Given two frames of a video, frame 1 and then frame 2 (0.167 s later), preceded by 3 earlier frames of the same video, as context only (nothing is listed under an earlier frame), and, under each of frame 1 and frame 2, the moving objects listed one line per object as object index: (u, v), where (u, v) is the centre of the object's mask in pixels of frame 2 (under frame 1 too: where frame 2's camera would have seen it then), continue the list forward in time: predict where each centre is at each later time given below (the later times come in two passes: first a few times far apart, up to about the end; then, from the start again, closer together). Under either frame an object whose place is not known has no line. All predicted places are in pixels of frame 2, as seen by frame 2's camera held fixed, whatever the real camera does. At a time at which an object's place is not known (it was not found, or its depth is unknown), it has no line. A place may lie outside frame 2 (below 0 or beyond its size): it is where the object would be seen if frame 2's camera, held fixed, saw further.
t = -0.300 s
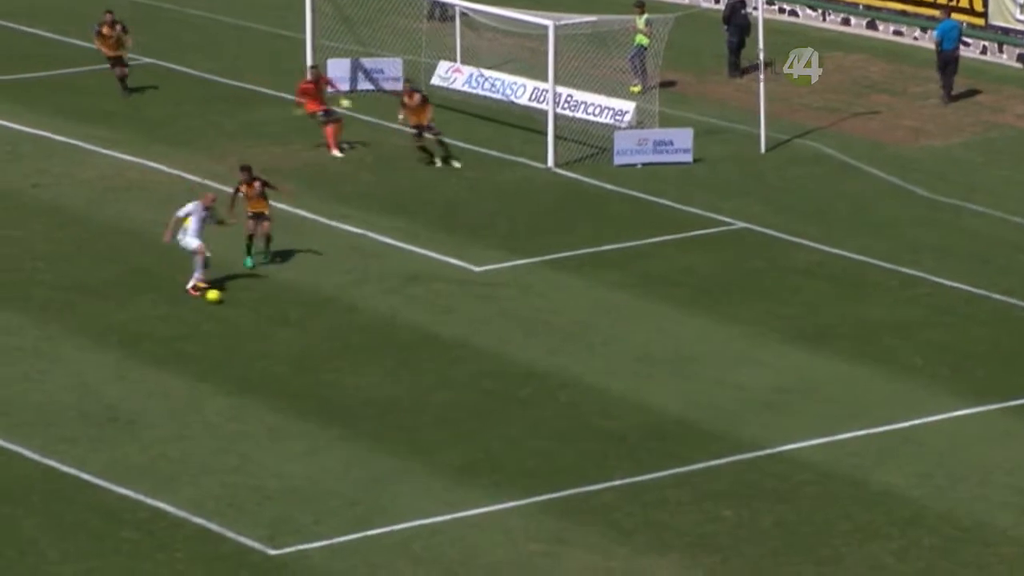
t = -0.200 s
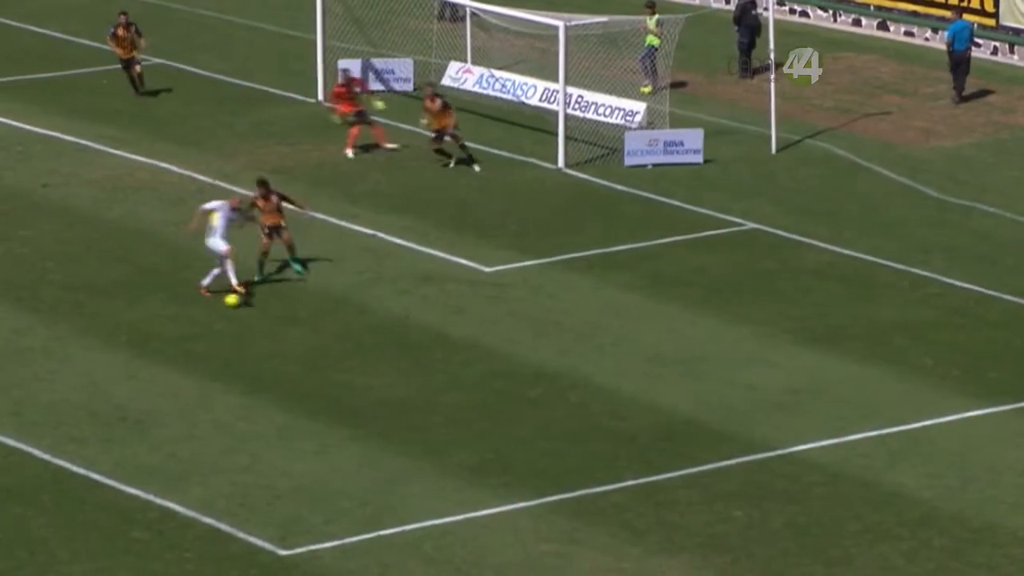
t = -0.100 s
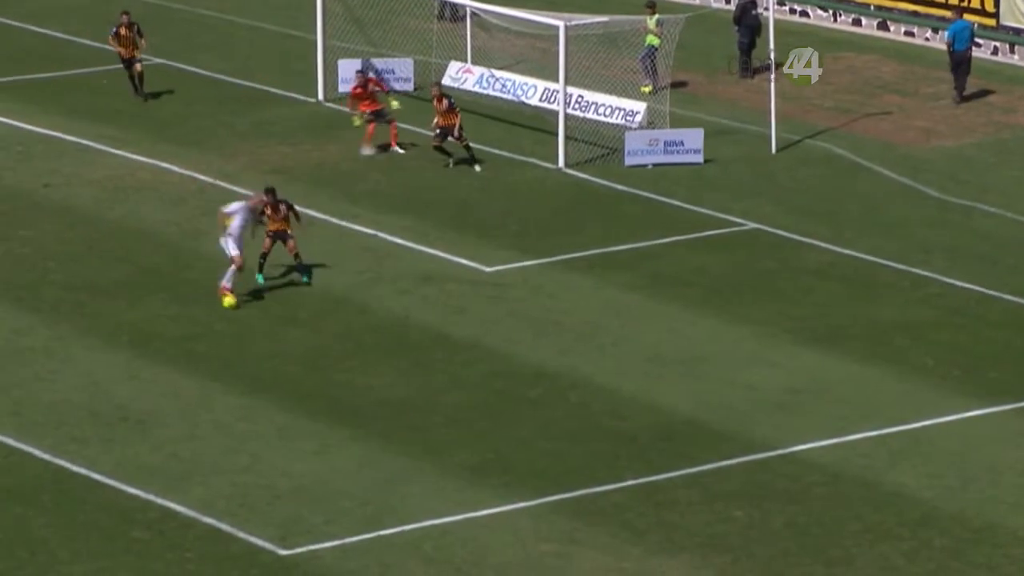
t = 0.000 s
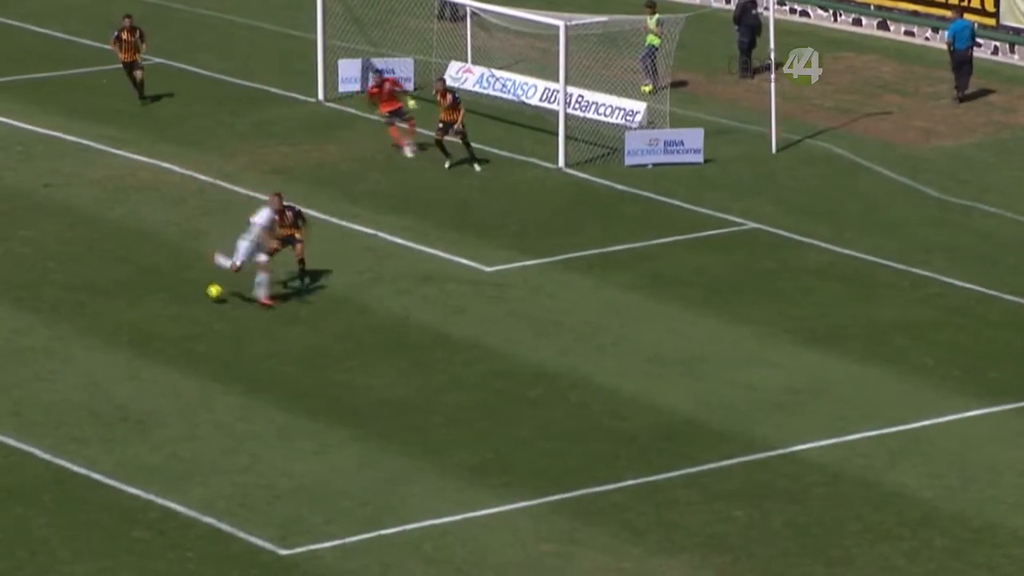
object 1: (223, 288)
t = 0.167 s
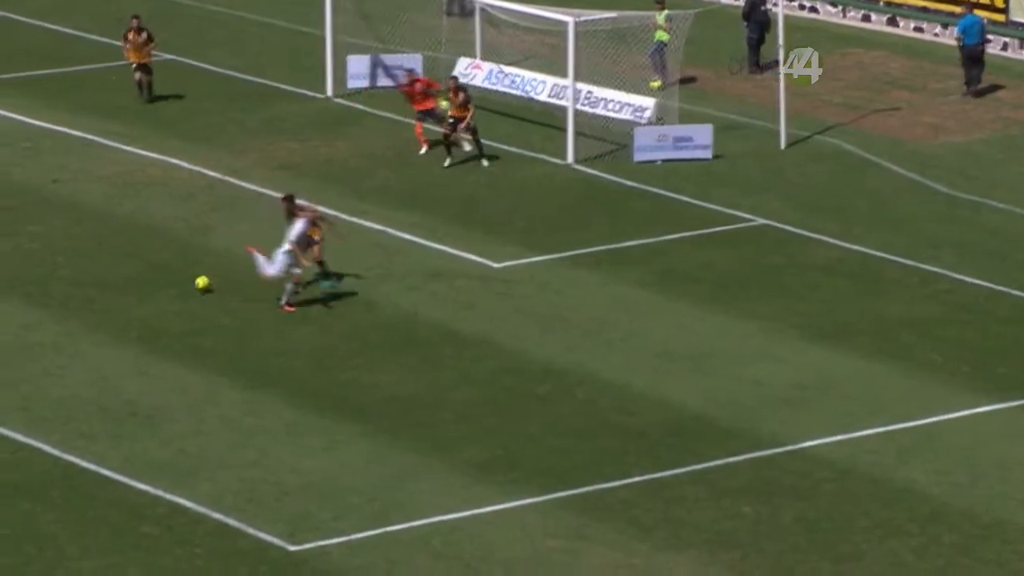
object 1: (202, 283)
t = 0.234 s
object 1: (195, 284)
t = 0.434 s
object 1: (170, 274)
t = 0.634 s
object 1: (145, 269)
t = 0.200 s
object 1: (199, 283)
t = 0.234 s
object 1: (195, 284)
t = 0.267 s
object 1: (190, 282)
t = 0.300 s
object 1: (185, 279)
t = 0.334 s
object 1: (182, 277)
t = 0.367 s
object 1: (178, 276)
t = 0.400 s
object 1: (175, 275)
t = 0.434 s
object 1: (170, 274)
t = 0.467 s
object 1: (165, 274)
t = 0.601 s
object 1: (149, 270)
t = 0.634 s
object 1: (145, 269)
